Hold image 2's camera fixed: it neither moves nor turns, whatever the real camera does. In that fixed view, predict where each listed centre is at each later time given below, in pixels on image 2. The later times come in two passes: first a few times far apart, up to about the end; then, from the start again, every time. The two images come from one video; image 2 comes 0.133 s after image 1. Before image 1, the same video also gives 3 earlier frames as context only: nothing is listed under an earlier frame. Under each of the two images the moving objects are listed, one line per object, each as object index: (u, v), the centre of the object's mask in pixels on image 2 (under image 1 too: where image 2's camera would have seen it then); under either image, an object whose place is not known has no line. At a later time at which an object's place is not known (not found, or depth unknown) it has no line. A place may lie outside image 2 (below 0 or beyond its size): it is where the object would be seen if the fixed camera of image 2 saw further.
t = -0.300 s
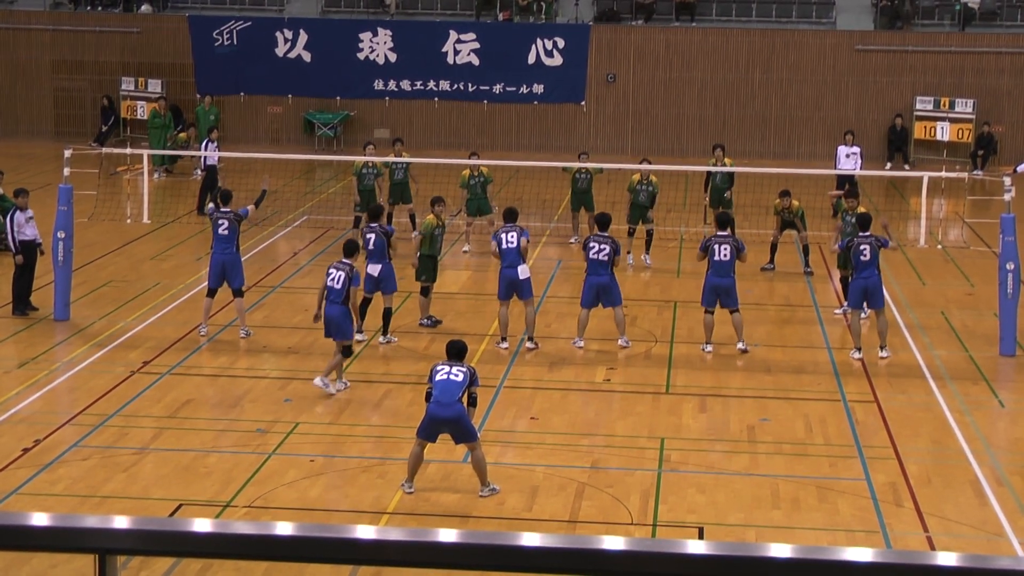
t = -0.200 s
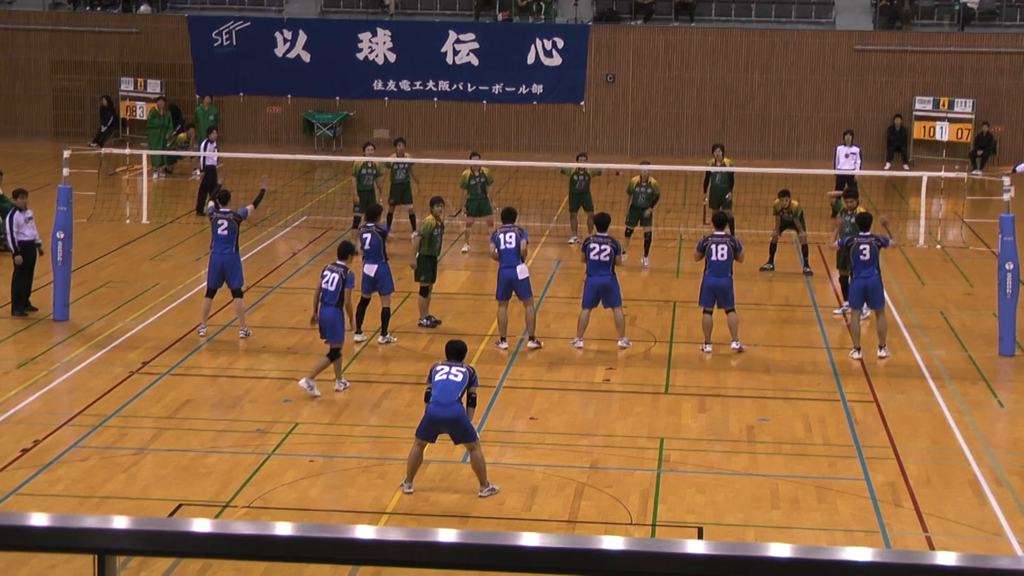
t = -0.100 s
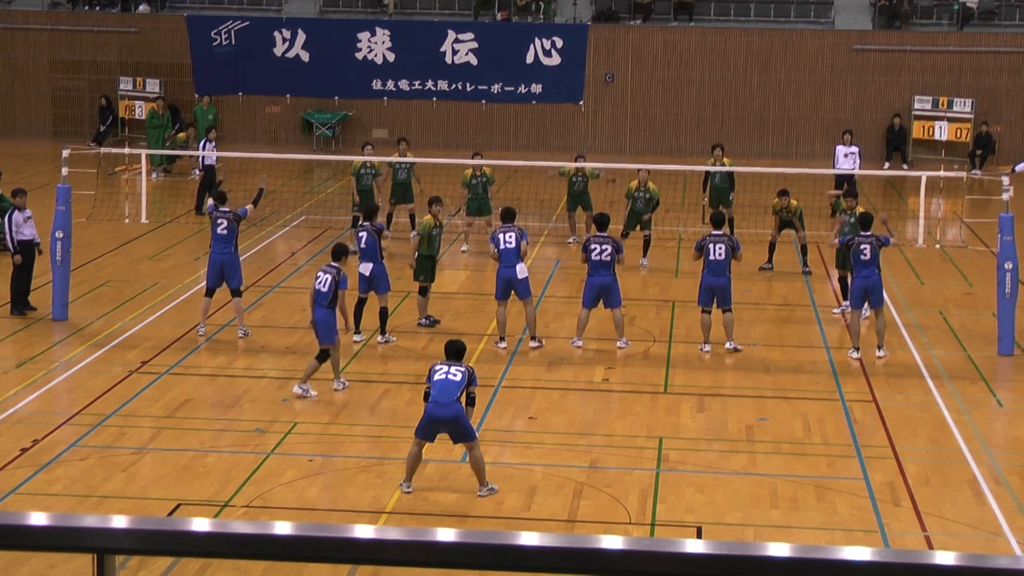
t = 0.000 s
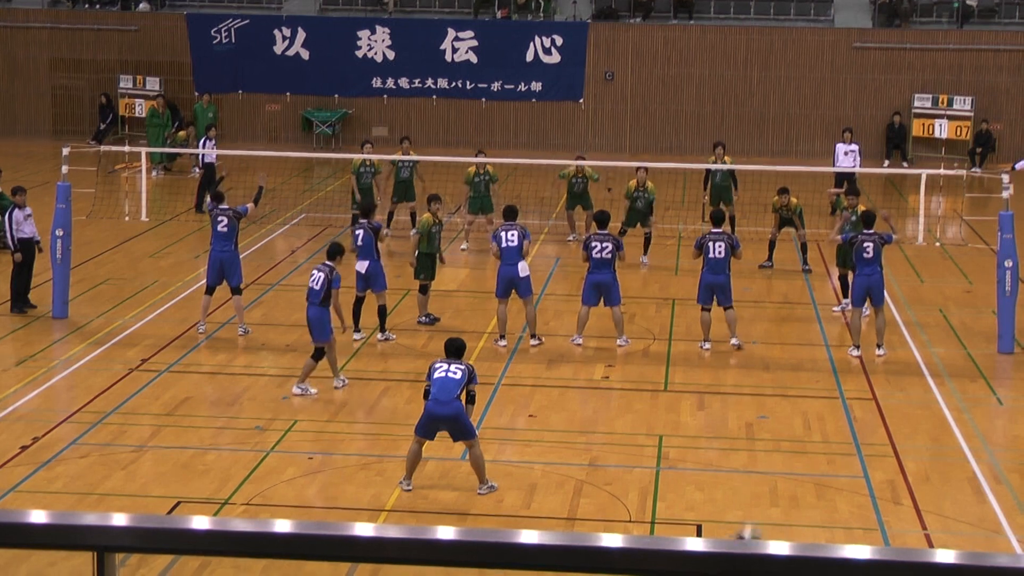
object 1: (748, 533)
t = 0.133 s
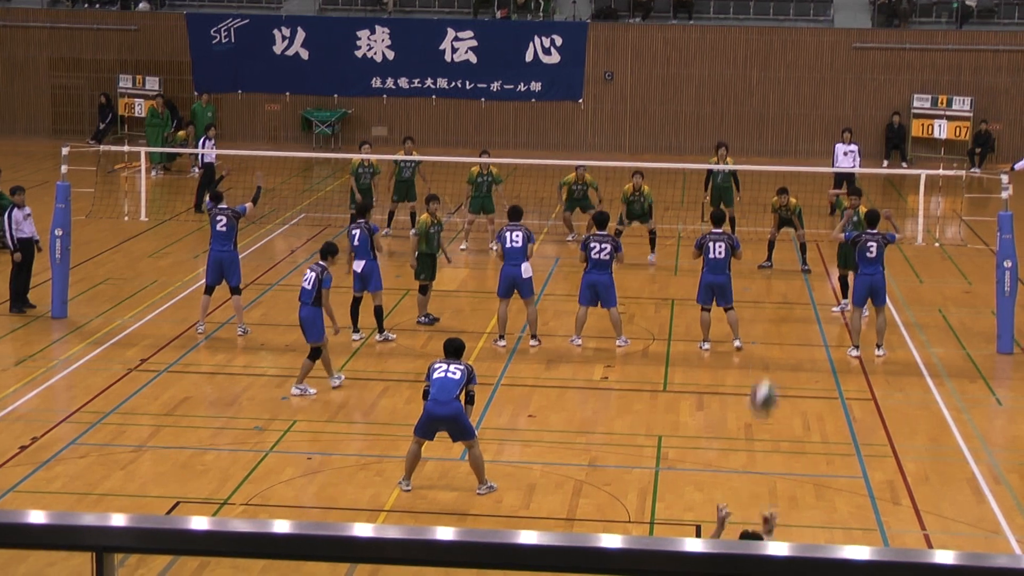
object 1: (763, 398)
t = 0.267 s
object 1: (776, 286)
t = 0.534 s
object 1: (796, 153)
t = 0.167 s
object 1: (767, 366)
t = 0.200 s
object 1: (770, 338)
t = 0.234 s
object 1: (772, 310)
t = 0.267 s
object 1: (776, 286)
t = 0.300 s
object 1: (778, 262)
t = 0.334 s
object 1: (782, 241)
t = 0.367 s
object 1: (783, 220)
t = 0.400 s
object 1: (786, 204)
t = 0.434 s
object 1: (789, 190)
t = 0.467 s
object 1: (792, 175)
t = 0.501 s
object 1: (795, 163)
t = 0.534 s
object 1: (796, 153)
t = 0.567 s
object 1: (799, 144)
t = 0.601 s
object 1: (801, 137)
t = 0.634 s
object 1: (803, 132)
